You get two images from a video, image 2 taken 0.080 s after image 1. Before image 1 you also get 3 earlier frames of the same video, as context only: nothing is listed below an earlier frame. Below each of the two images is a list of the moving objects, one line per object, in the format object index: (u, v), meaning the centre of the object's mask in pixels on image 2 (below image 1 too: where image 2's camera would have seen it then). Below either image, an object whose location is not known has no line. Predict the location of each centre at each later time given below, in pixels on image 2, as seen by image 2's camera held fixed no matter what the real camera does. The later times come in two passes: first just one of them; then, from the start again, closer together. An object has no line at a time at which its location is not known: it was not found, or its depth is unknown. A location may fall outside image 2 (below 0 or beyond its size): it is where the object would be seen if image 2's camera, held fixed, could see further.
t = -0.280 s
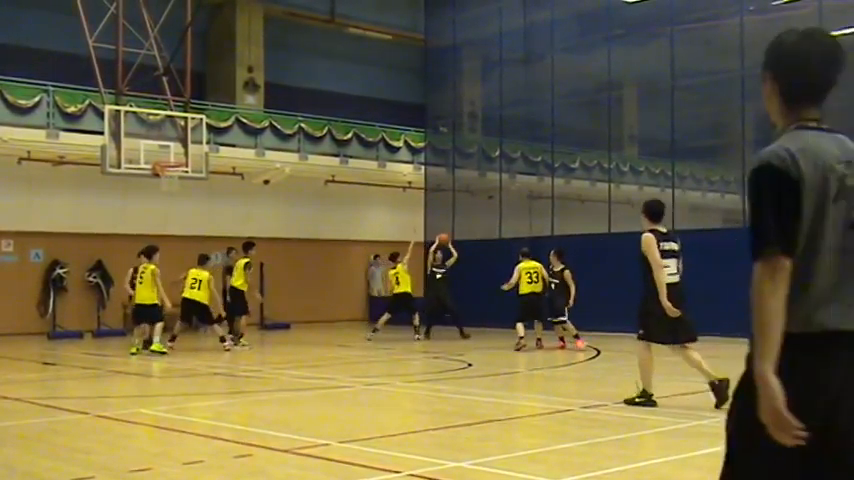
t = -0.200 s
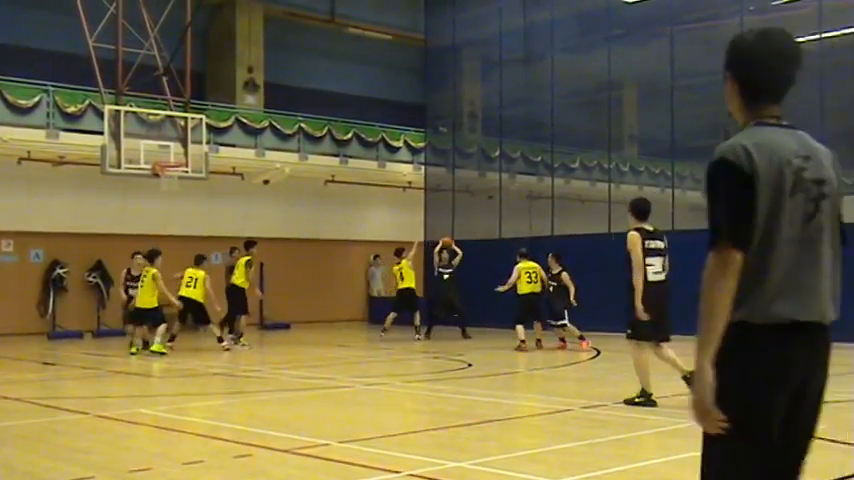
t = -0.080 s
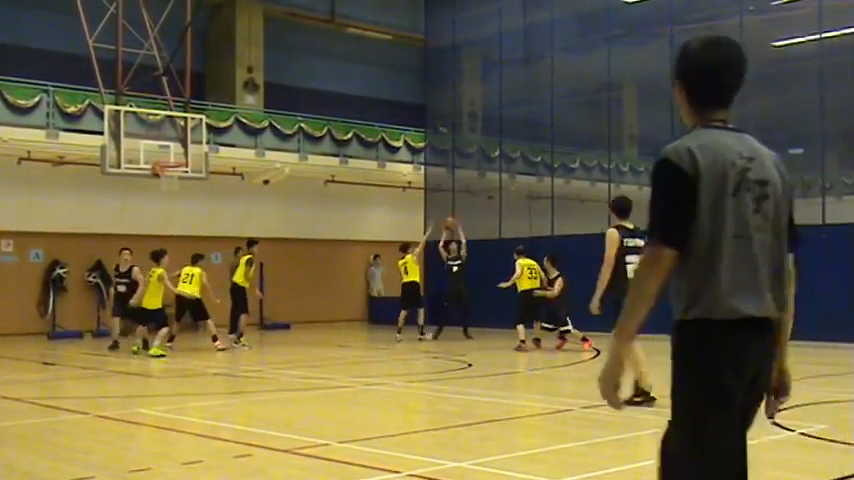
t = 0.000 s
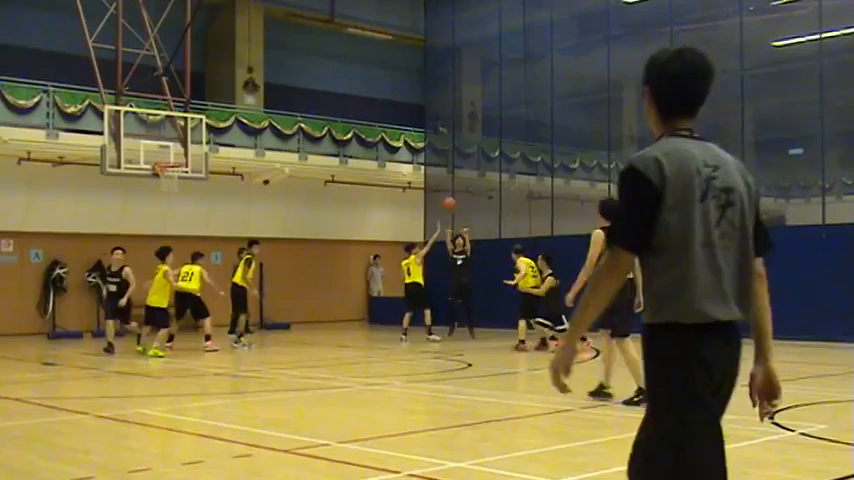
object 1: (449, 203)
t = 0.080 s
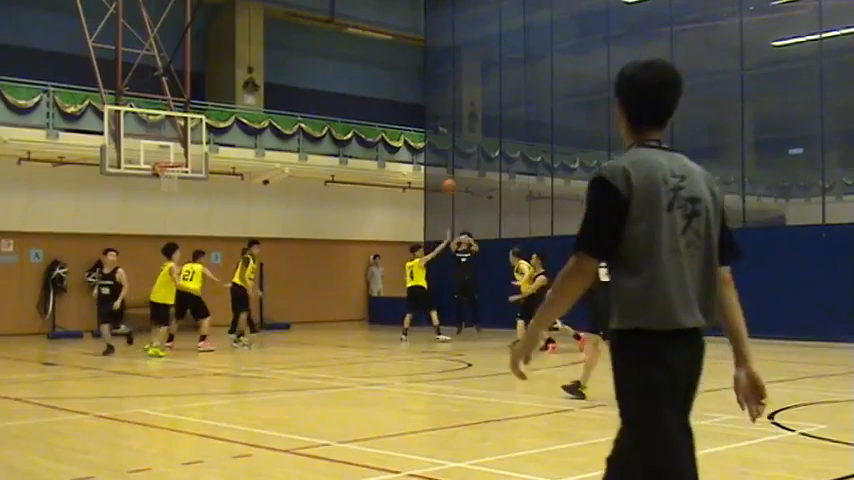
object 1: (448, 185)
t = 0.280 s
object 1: (448, 153)
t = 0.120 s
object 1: (449, 177)
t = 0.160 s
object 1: (448, 171)
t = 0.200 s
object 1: (448, 164)
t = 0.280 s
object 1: (448, 153)
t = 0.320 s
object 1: (448, 151)
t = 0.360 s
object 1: (448, 147)
